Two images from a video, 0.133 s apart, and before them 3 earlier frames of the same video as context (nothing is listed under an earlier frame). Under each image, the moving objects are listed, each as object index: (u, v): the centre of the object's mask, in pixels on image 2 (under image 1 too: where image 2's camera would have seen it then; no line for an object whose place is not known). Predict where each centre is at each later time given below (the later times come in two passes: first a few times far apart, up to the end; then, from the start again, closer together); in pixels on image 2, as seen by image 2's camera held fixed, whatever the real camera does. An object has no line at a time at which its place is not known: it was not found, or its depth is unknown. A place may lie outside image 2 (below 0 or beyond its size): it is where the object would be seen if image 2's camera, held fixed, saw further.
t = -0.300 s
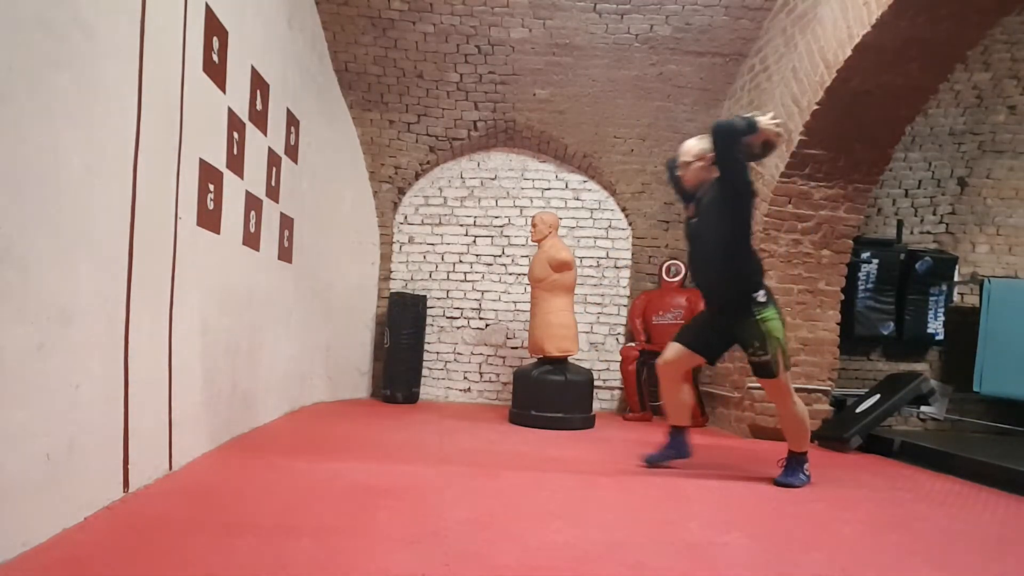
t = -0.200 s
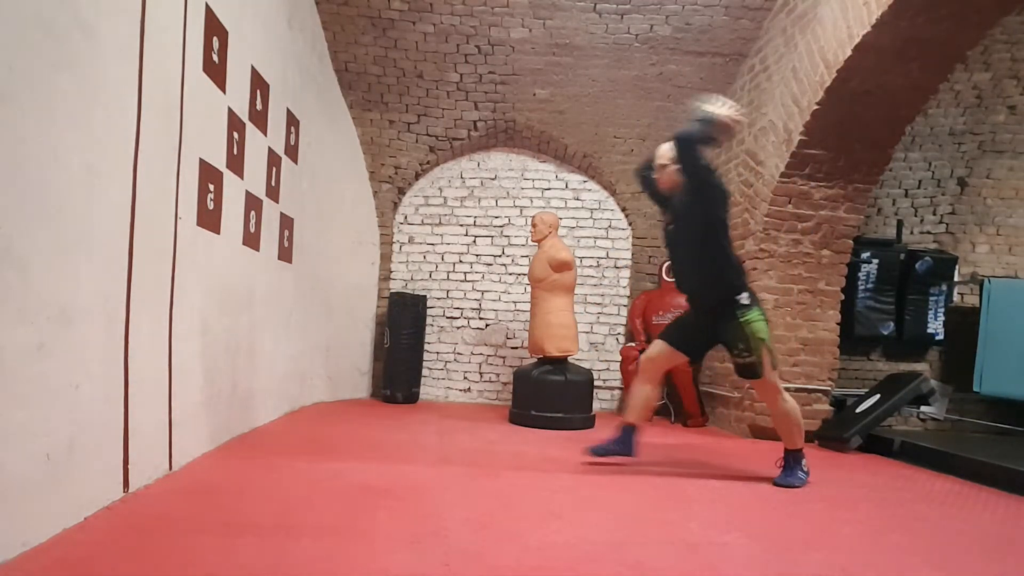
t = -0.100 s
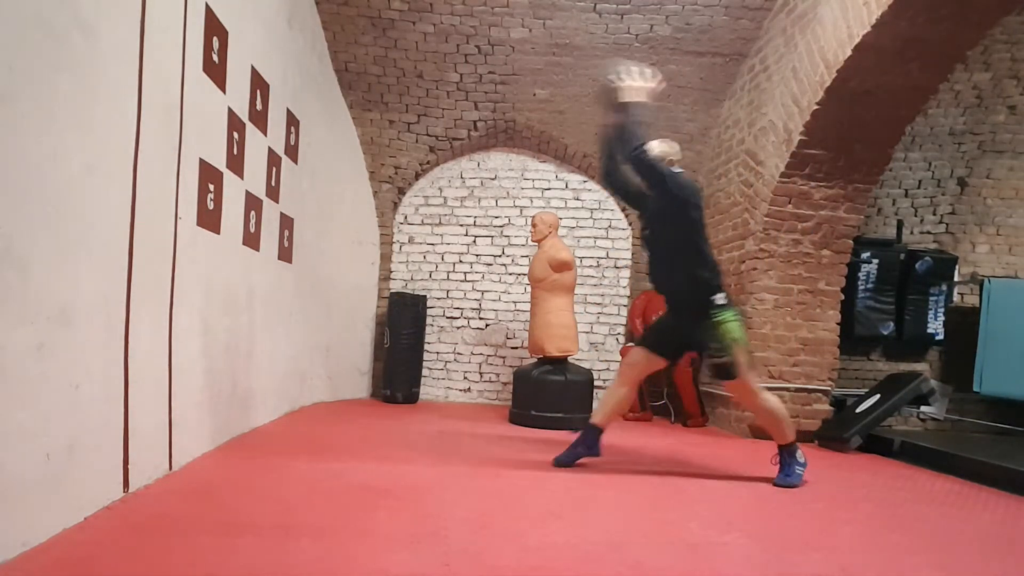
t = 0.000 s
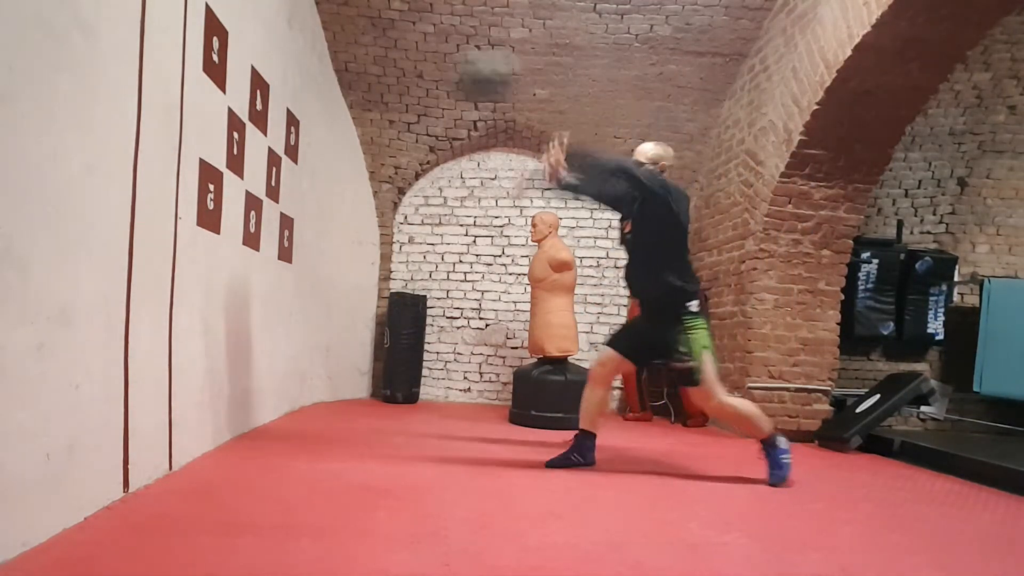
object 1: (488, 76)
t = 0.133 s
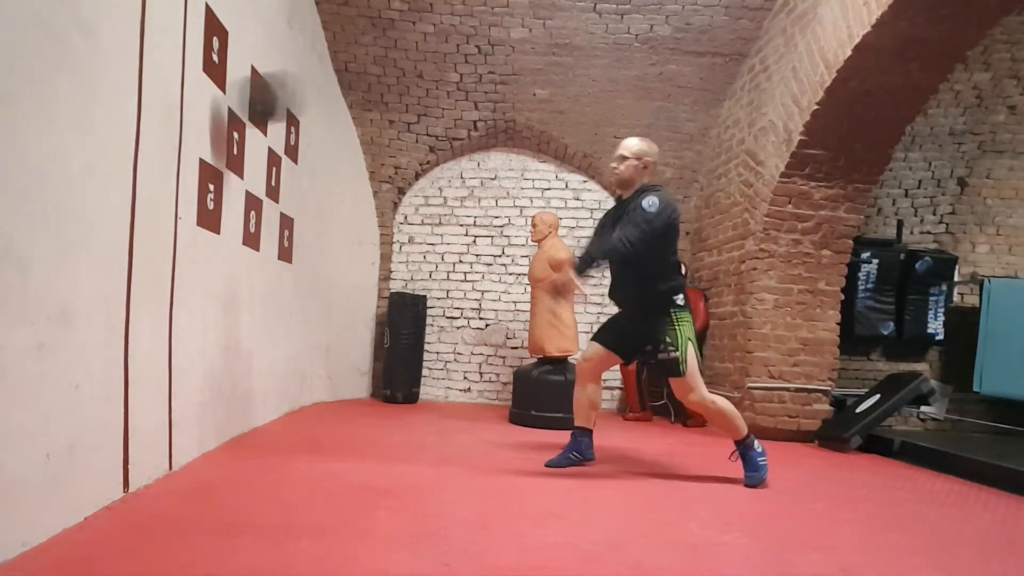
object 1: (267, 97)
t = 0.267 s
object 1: (302, 145)
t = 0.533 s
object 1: (471, 352)
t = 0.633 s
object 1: (528, 451)
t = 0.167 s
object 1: (236, 108)
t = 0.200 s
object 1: (260, 118)
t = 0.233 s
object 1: (282, 130)
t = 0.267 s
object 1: (302, 145)
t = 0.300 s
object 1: (324, 165)
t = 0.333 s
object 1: (344, 181)
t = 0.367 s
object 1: (364, 203)
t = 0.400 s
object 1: (388, 228)
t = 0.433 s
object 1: (407, 253)
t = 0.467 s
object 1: (428, 291)
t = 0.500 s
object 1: (449, 317)
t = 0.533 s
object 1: (471, 352)
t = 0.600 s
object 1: (512, 438)
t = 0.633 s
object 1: (528, 451)
